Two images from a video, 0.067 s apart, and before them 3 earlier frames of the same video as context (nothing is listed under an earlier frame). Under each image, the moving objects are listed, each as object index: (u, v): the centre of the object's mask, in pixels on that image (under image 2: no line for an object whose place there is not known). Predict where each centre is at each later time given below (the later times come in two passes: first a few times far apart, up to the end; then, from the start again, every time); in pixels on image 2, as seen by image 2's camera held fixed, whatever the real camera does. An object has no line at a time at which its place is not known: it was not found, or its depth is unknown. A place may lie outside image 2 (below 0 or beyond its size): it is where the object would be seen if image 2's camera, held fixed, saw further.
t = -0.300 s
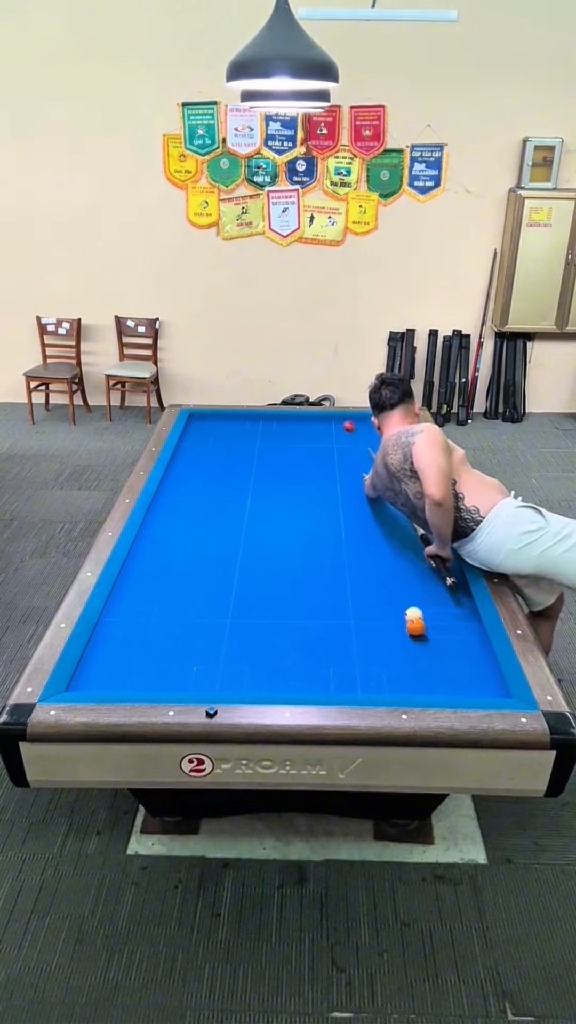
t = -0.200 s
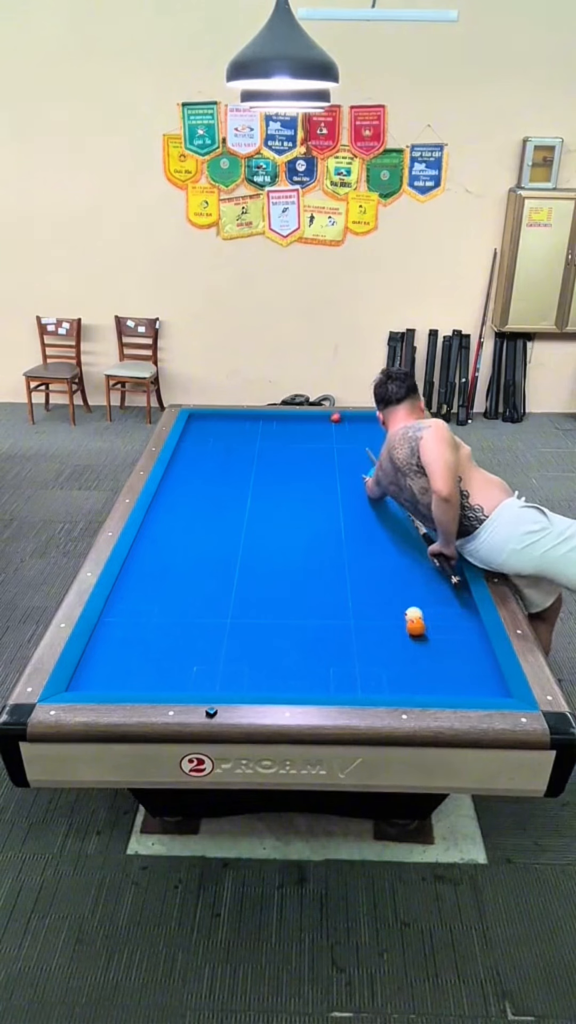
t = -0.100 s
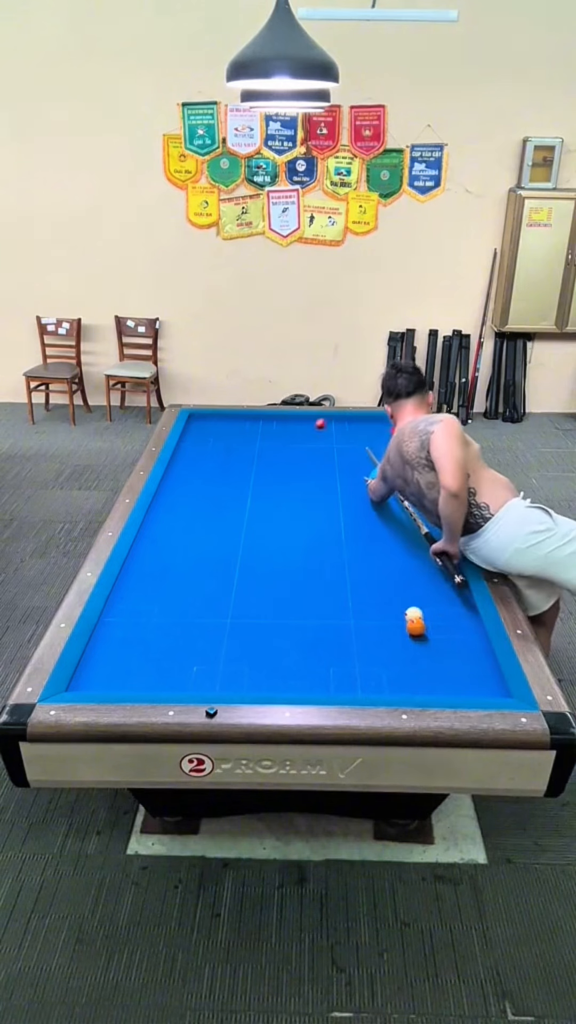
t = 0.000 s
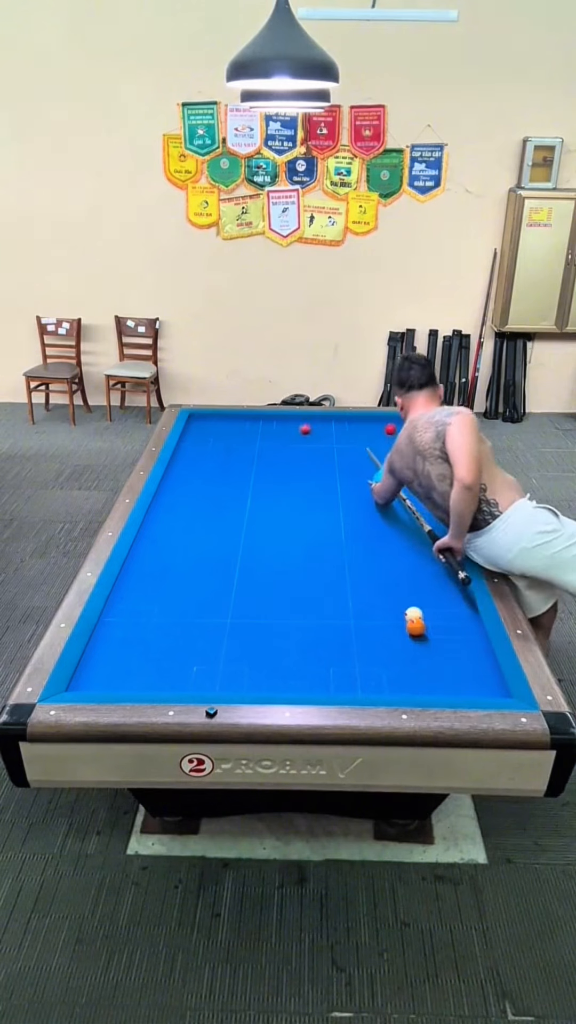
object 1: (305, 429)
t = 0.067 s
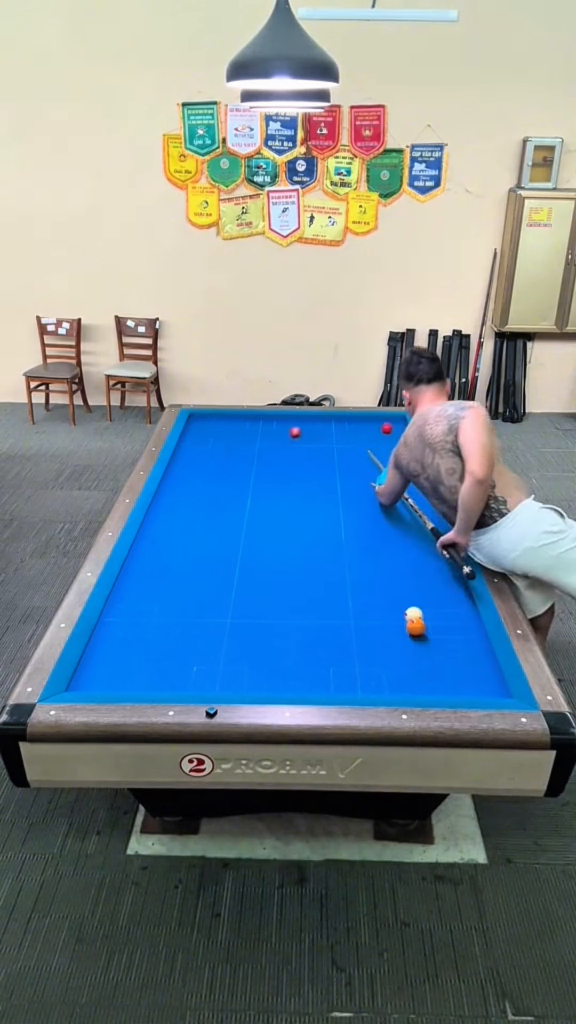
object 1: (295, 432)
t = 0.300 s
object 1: (257, 443)
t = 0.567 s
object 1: (211, 457)
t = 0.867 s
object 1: (180, 473)
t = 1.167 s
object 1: (203, 492)
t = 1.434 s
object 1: (224, 510)
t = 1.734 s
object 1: (251, 532)
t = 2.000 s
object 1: (276, 554)
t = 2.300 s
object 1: (309, 580)
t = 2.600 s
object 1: (344, 610)
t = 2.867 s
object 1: (379, 639)
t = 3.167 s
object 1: (425, 677)
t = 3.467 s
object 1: (467, 682)
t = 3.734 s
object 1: (483, 664)
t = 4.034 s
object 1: (454, 644)
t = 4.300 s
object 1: (434, 629)
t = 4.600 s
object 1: (433, 617)
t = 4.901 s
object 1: (436, 609)
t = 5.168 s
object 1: (438, 602)
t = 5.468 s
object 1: (440, 594)
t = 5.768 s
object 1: (441, 588)
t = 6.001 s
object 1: (442, 584)
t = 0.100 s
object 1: (289, 434)
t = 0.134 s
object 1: (284, 435)
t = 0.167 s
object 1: (278, 437)
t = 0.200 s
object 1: (273, 439)
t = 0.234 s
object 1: (268, 440)
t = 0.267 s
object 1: (262, 442)
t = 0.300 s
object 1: (257, 443)
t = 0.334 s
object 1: (251, 445)
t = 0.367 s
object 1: (245, 446)
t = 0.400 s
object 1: (240, 448)
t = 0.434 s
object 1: (234, 450)
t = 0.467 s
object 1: (228, 451)
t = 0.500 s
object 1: (223, 453)
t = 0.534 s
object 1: (216, 455)
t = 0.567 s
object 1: (211, 457)
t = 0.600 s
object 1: (204, 458)
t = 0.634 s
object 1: (199, 460)
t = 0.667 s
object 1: (192, 462)
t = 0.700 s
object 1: (186, 464)
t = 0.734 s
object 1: (180, 465)
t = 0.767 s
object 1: (173, 467)
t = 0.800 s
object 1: (173, 469)
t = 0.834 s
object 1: (177, 472)
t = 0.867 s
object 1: (180, 473)
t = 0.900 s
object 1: (183, 475)
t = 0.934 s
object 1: (185, 477)
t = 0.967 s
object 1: (188, 479)
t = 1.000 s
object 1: (190, 481)
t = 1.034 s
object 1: (193, 484)
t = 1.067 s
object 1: (195, 486)
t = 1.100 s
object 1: (198, 488)
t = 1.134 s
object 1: (200, 490)
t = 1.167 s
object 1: (203, 492)
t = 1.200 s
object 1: (206, 494)
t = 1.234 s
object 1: (208, 496)
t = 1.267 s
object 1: (211, 499)
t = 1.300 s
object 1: (214, 500)
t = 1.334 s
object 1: (216, 503)
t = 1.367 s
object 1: (219, 505)
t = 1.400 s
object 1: (222, 508)
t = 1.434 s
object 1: (224, 510)
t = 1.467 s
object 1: (227, 512)
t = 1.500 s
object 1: (230, 515)
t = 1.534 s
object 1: (233, 517)
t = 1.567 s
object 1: (236, 520)
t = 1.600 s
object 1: (239, 522)
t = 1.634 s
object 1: (241, 525)
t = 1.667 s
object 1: (244, 527)
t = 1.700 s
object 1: (247, 529)
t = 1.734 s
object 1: (251, 532)
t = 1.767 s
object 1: (254, 535)
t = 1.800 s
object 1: (257, 537)
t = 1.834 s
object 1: (260, 540)
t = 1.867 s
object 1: (263, 543)
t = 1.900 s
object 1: (267, 546)
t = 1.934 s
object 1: (269, 548)
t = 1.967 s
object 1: (273, 551)
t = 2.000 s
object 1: (276, 554)
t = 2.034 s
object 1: (280, 557)
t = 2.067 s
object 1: (283, 559)
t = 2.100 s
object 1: (286, 562)
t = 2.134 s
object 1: (290, 565)
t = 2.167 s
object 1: (294, 568)
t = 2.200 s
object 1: (297, 571)
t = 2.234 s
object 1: (301, 574)
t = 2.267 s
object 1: (304, 577)
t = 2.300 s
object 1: (309, 580)
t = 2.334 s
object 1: (312, 584)
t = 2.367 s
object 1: (316, 586)
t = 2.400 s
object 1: (320, 590)
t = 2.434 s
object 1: (324, 593)
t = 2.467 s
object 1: (328, 596)
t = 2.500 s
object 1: (332, 600)
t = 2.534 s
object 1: (336, 603)
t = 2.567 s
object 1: (340, 607)
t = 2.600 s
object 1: (344, 610)
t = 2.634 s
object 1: (348, 614)
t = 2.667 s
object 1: (352, 617)
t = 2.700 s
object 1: (357, 621)
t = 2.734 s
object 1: (361, 624)
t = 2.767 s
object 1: (366, 628)
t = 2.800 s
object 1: (370, 632)
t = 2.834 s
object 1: (375, 636)
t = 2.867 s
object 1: (379, 639)
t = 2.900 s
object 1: (384, 643)
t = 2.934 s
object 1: (388, 648)
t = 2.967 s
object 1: (394, 651)
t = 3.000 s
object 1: (398, 655)
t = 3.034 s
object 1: (403, 659)
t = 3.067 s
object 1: (409, 664)
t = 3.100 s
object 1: (414, 668)
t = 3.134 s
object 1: (419, 673)
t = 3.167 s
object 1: (425, 677)
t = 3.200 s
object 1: (430, 681)
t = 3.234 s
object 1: (435, 685)
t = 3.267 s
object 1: (441, 688)
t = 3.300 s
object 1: (447, 690)
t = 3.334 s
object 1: (450, 689)
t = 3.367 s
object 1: (455, 687)
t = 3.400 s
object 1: (459, 685)
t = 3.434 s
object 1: (463, 684)
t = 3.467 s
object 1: (467, 682)
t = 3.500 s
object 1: (471, 679)
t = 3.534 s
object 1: (475, 677)
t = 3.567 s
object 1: (479, 675)
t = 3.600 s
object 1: (483, 673)
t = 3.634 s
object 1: (487, 671)
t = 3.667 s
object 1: (490, 668)
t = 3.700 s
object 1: (486, 666)
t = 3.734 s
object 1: (483, 664)
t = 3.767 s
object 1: (479, 662)
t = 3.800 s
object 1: (476, 659)
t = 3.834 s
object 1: (472, 657)
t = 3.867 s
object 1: (469, 655)
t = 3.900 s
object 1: (466, 653)
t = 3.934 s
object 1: (463, 650)
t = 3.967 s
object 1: (460, 648)
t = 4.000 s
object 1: (457, 646)
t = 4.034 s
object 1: (454, 644)
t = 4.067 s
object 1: (451, 642)
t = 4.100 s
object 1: (448, 640)
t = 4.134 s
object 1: (445, 638)
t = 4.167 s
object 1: (442, 636)
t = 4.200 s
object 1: (439, 634)
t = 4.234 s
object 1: (436, 632)
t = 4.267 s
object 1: (435, 630)
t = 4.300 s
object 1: (434, 629)
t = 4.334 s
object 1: (433, 627)
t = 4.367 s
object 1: (433, 626)
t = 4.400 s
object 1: (433, 624)
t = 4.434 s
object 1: (432, 622)
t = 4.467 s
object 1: (432, 622)
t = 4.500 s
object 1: (432, 620)
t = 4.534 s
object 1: (432, 619)
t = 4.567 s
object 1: (433, 618)
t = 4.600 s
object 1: (433, 617)
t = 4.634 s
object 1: (433, 616)
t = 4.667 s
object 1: (434, 616)
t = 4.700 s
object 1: (434, 614)
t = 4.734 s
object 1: (434, 613)
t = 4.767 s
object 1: (435, 612)
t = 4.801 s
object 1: (435, 611)
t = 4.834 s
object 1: (435, 611)
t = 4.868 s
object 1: (435, 610)
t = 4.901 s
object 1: (436, 609)
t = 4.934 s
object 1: (436, 608)
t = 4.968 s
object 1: (436, 607)
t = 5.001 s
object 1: (436, 606)
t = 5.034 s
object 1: (437, 605)
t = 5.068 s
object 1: (437, 604)
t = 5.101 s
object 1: (437, 603)
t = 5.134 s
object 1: (437, 602)
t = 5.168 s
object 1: (438, 602)
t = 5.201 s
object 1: (438, 601)
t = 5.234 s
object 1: (438, 600)
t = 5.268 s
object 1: (438, 599)
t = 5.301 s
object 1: (439, 599)
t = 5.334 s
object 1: (439, 597)
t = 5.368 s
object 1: (439, 597)
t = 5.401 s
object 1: (439, 596)
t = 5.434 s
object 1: (439, 595)
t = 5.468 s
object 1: (440, 594)
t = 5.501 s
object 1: (440, 594)
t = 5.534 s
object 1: (440, 593)
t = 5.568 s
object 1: (440, 592)
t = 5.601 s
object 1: (440, 591)
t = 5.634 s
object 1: (440, 591)
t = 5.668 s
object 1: (441, 590)
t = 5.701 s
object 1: (441, 589)
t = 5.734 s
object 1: (441, 589)
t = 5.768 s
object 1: (441, 588)
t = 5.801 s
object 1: (441, 587)
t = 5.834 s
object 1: (441, 587)
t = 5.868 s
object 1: (441, 586)
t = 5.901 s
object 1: (441, 585)
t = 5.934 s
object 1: (441, 585)
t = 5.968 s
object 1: (442, 584)
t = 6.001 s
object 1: (442, 584)
